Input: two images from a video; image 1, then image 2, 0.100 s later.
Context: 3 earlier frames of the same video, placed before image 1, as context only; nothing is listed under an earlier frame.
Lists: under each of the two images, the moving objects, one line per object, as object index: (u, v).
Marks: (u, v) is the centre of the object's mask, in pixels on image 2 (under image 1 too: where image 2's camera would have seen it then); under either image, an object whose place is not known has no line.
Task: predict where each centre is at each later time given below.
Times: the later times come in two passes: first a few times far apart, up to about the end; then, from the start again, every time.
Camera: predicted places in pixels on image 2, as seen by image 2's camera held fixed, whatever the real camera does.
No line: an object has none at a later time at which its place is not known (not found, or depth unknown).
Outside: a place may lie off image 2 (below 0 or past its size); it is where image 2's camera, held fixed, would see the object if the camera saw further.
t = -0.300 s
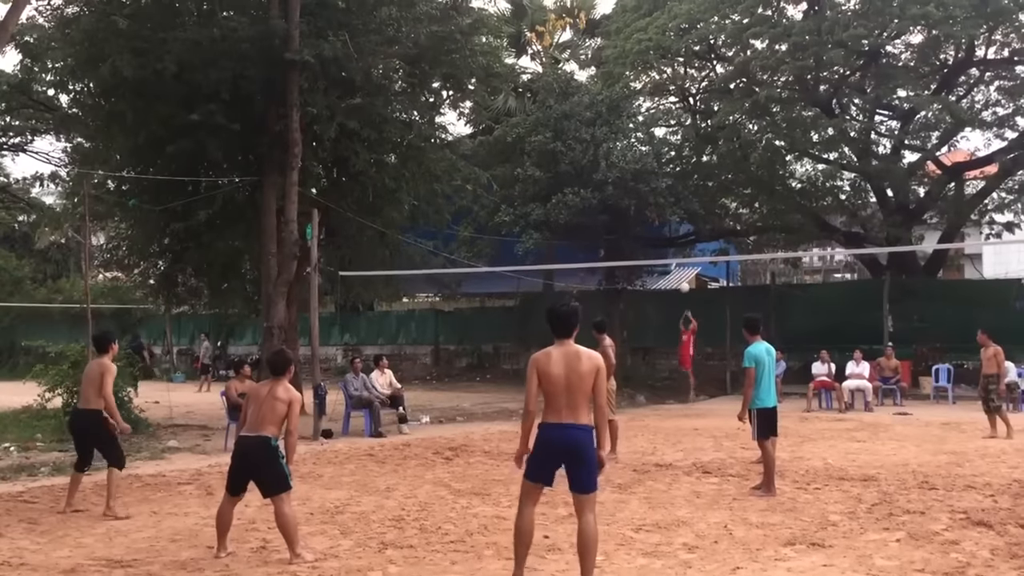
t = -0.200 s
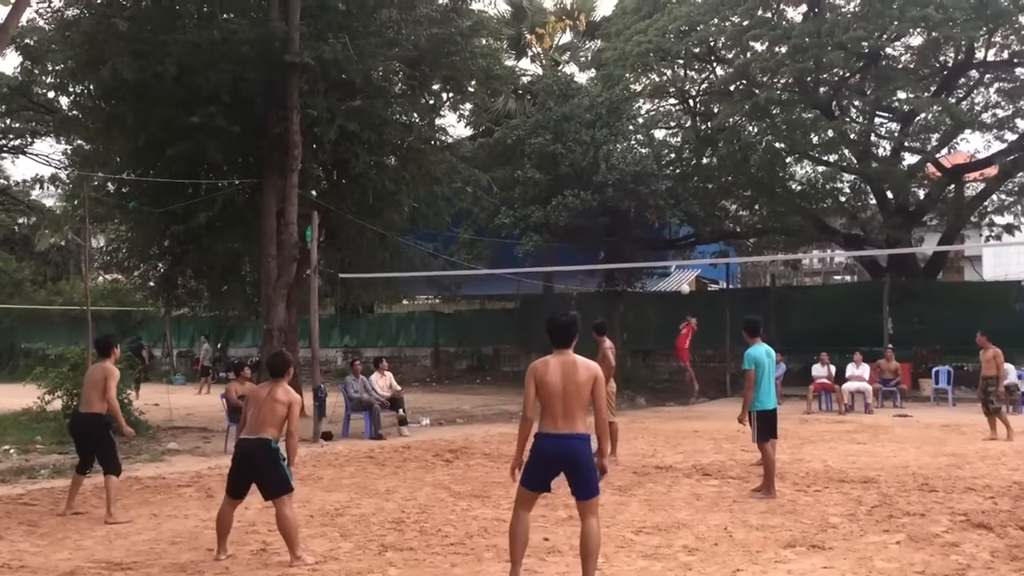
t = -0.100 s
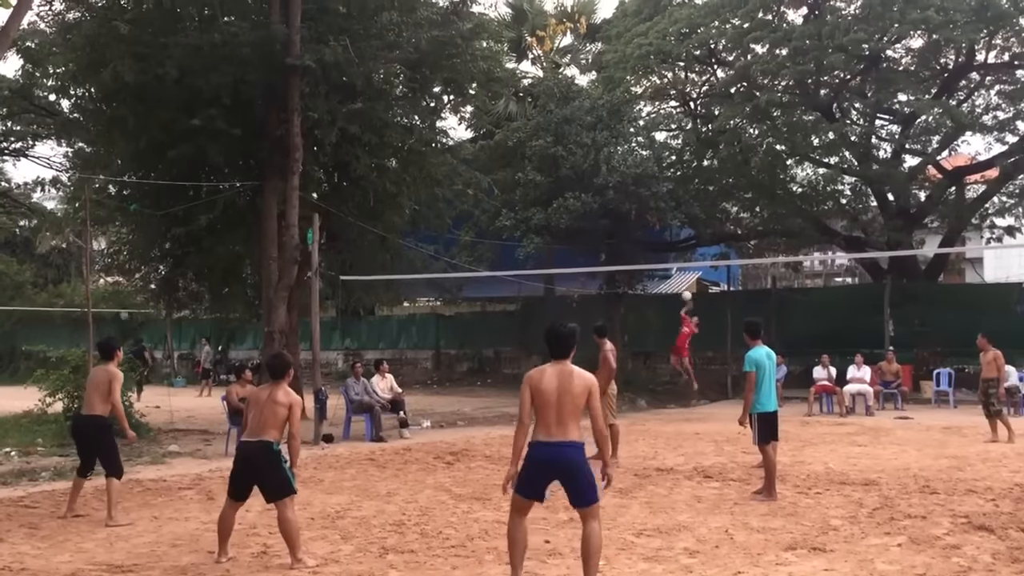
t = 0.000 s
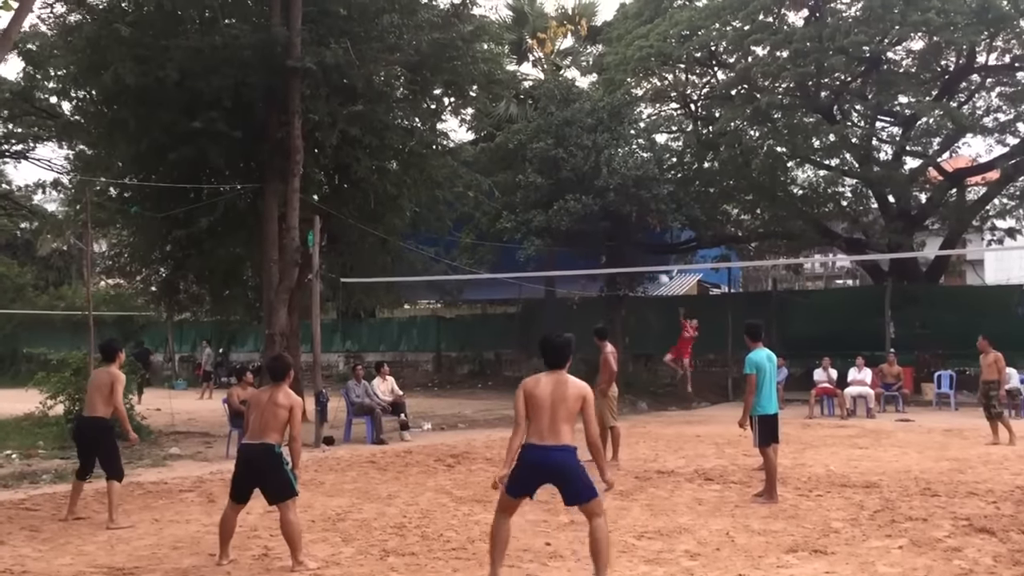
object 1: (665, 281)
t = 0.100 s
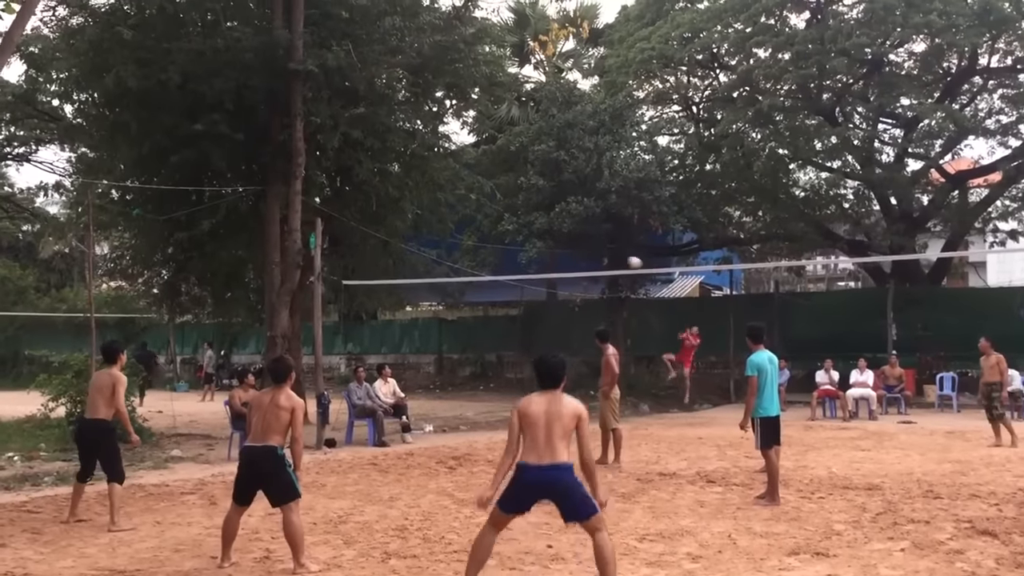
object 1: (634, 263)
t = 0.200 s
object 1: (598, 245)
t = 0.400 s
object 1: (512, 217)
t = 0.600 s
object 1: (404, 205)
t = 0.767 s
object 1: (288, 220)
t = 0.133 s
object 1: (623, 256)
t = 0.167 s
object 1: (611, 250)
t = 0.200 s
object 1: (598, 245)
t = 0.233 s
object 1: (585, 239)
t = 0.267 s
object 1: (571, 234)
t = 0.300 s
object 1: (557, 229)
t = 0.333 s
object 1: (543, 225)
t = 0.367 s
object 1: (528, 220)
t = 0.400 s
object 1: (512, 217)
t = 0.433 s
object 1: (496, 213)
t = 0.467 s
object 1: (478, 210)
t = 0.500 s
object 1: (461, 208)
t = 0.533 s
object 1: (443, 207)
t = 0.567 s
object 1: (424, 206)
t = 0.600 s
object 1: (404, 205)
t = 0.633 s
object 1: (383, 207)
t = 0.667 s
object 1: (361, 209)
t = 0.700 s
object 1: (338, 212)
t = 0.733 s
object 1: (315, 216)
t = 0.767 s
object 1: (288, 220)
